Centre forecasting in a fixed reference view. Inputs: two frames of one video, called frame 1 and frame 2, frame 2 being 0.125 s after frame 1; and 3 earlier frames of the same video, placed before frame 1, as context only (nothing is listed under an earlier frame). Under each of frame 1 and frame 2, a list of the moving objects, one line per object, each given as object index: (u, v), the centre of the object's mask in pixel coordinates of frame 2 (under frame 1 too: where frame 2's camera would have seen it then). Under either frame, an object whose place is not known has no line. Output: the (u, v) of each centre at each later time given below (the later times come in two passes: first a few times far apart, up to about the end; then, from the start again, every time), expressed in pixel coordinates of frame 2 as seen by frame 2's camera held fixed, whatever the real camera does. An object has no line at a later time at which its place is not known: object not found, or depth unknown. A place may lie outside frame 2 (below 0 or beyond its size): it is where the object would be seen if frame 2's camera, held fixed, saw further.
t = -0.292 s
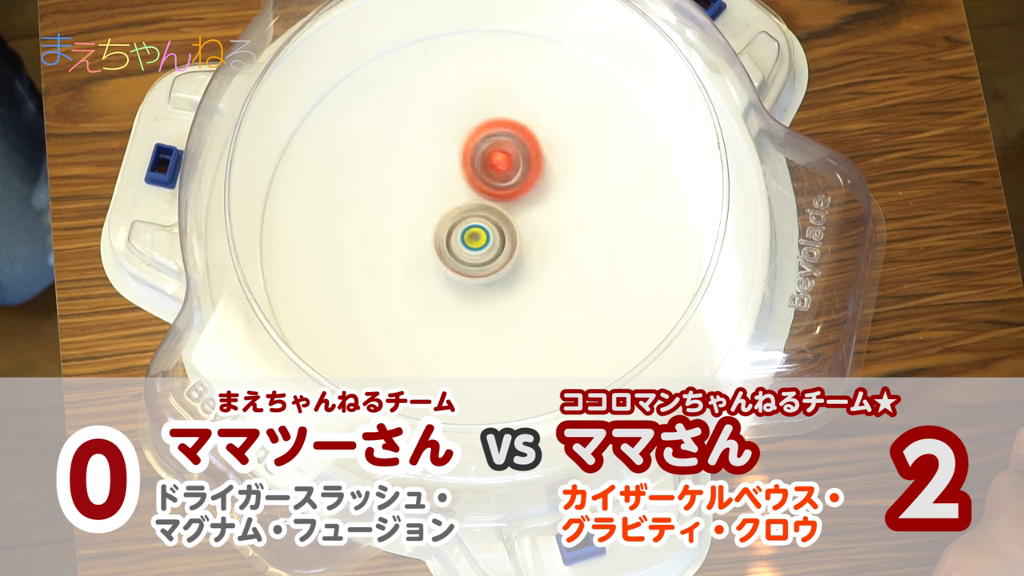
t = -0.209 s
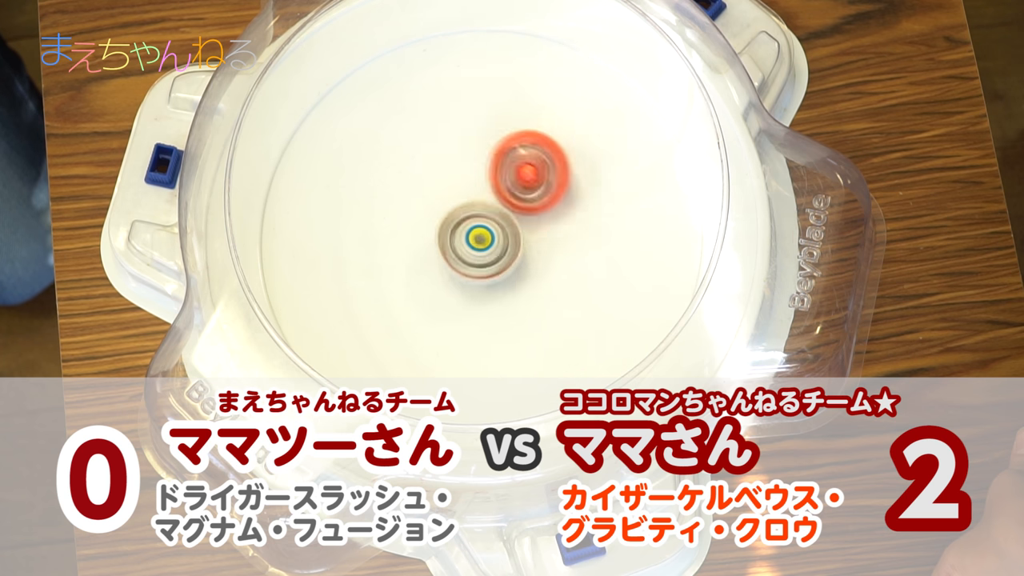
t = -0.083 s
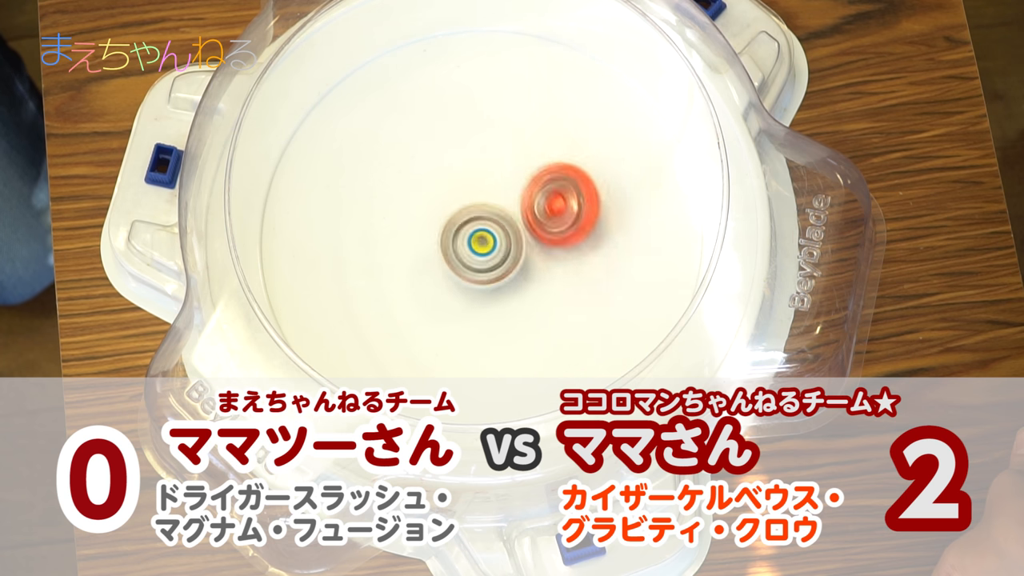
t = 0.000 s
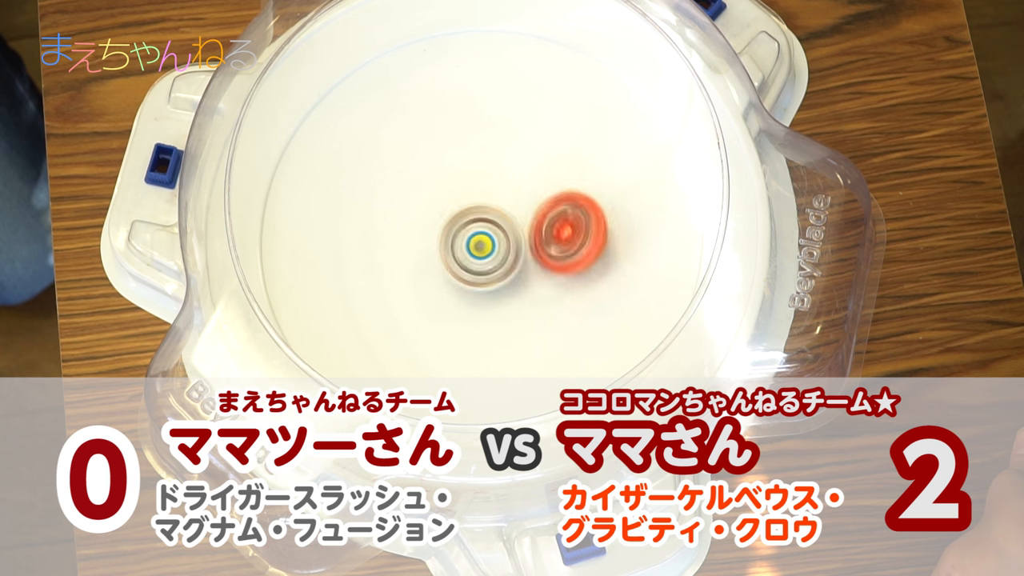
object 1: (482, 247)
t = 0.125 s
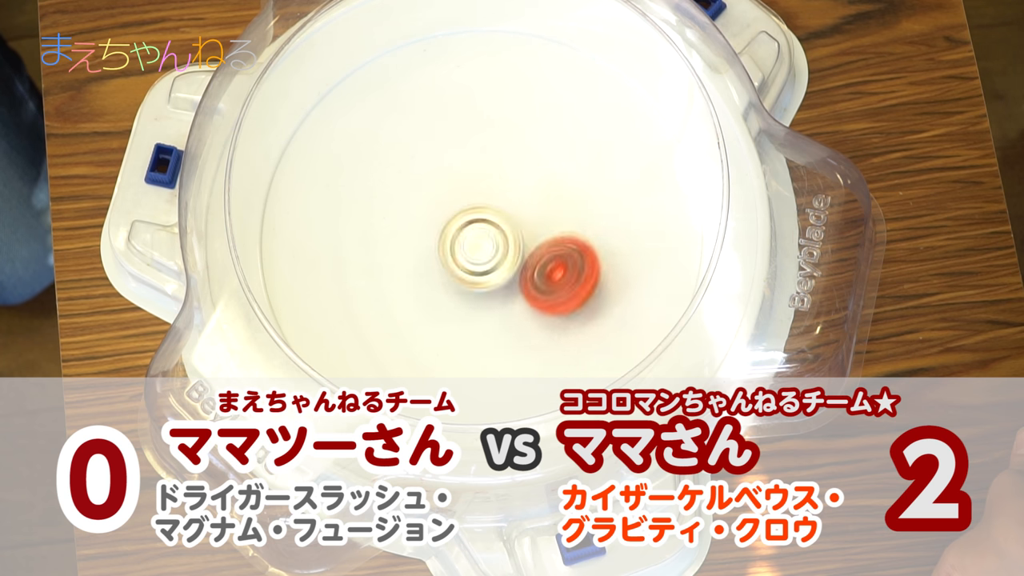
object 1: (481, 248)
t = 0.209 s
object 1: (478, 248)
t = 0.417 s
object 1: (480, 241)
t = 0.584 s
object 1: (486, 244)
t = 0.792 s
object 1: (496, 244)
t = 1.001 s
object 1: (496, 246)
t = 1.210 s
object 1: (485, 248)
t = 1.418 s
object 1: (443, 256)
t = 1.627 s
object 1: (432, 243)
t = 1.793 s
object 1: (443, 208)
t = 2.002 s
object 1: (479, 190)
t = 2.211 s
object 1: (540, 216)
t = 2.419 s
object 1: (553, 262)
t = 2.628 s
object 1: (558, 332)
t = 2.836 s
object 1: (546, 325)
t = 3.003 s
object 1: (534, 311)
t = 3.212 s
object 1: (530, 306)
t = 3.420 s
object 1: (526, 306)
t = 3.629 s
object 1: (526, 306)
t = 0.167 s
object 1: (479, 248)
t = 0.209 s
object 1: (478, 248)
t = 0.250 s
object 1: (477, 247)
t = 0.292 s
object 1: (477, 245)
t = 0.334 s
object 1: (477, 243)
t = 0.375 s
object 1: (478, 241)
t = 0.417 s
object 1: (480, 241)
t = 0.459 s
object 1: (481, 241)
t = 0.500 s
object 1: (484, 242)
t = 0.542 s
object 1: (485, 243)
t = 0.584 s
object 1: (486, 244)
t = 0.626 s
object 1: (486, 245)
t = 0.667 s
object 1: (485, 247)
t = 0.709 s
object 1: (489, 246)
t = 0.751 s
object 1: (492, 245)
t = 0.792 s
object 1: (496, 244)
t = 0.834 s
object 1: (498, 244)
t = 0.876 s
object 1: (499, 245)
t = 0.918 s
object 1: (498, 246)
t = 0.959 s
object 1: (497, 246)
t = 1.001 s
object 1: (496, 246)
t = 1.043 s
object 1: (495, 244)
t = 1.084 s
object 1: (495, 243)
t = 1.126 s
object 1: (495, 242)
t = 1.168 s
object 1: (493, 243)
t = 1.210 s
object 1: (485, 248)
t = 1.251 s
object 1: (478, 250)
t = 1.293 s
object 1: (469, 255)
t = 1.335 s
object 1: (459, 255)
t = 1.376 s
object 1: (452, 256)
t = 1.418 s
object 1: (443, 256)
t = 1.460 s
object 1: (439, 253)
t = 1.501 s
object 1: (434, 253)
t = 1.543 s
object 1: (432, 250)
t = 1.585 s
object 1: (431, 248)
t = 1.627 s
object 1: (432, 243)
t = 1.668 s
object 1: (432, 232)
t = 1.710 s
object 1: (433, 222)
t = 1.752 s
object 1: (436, 218)
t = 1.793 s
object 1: (443, 208)
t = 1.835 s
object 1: (449, 202)
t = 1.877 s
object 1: (456, 200)
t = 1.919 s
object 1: (464, 193)
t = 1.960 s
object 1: (473, 189)
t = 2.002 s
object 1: (479, 190)
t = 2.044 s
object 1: (485, 195)
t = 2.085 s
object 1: (494, 200)
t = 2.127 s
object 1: (511, 203)
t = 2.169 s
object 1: (529, 209)
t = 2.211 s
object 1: (540, 216)
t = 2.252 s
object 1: (546, 222)
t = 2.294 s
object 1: (543, 232)
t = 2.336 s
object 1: (546, 240)
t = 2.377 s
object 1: (550, 249)
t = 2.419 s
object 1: (553, 262)
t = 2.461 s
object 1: (554, 272)
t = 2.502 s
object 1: (551, 277)
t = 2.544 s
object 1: (557, 298)
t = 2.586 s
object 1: (558, 320)
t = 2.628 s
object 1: (558, 332)
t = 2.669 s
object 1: (560, 335)
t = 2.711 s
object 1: (556, 334)
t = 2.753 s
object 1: (553, 331)
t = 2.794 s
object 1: (549, 328)
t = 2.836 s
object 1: (546, 325)
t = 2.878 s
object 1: (543, 321)
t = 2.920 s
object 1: (540, 318)
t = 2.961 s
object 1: (537, 314)
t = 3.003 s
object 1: (534, 311)
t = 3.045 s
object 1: (533, 310)
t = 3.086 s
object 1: (532, 308)
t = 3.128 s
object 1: (531, 307)
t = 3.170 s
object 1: (531, 307)
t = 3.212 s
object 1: (530, 306)
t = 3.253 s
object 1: (530, 306)
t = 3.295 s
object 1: (529, 306)
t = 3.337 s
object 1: (527, 306)
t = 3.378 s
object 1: (526, 306)
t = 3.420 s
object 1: (526, 306)
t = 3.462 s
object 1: (526, 306)
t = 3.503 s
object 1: (526, 306)
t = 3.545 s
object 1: (526, 306)
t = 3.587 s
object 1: (526, 306)
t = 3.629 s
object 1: (526, 306)
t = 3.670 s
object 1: (526, 306)
